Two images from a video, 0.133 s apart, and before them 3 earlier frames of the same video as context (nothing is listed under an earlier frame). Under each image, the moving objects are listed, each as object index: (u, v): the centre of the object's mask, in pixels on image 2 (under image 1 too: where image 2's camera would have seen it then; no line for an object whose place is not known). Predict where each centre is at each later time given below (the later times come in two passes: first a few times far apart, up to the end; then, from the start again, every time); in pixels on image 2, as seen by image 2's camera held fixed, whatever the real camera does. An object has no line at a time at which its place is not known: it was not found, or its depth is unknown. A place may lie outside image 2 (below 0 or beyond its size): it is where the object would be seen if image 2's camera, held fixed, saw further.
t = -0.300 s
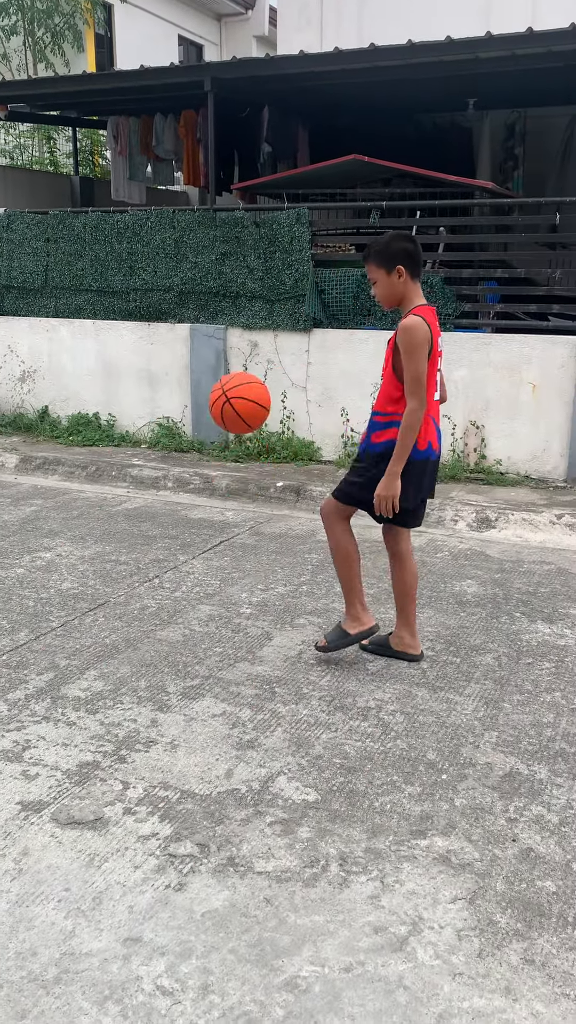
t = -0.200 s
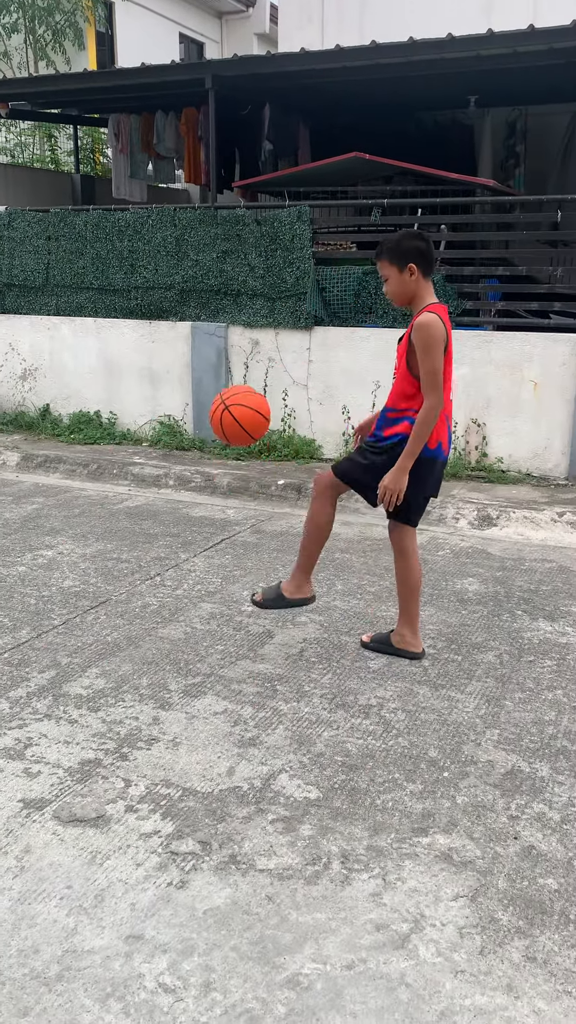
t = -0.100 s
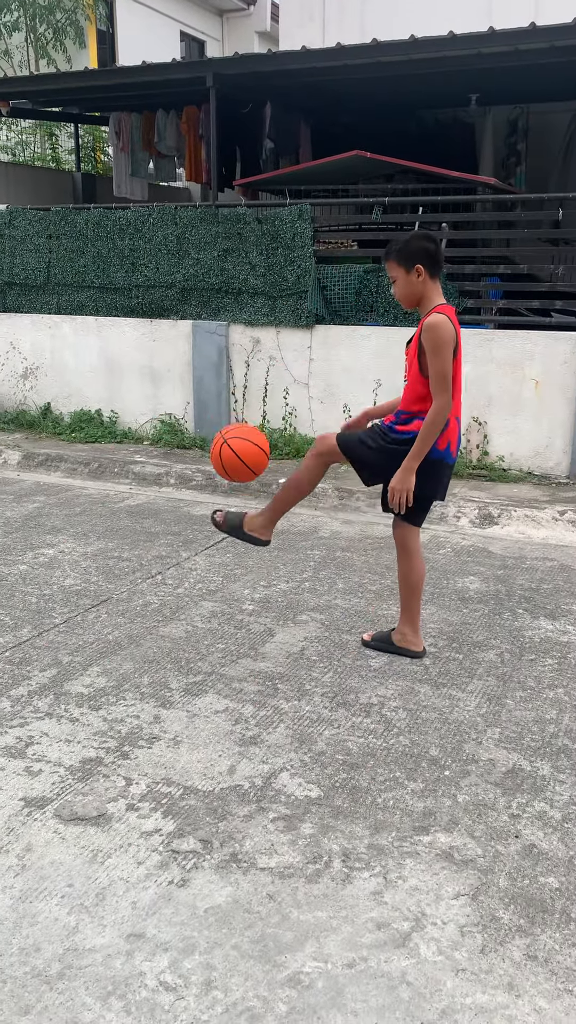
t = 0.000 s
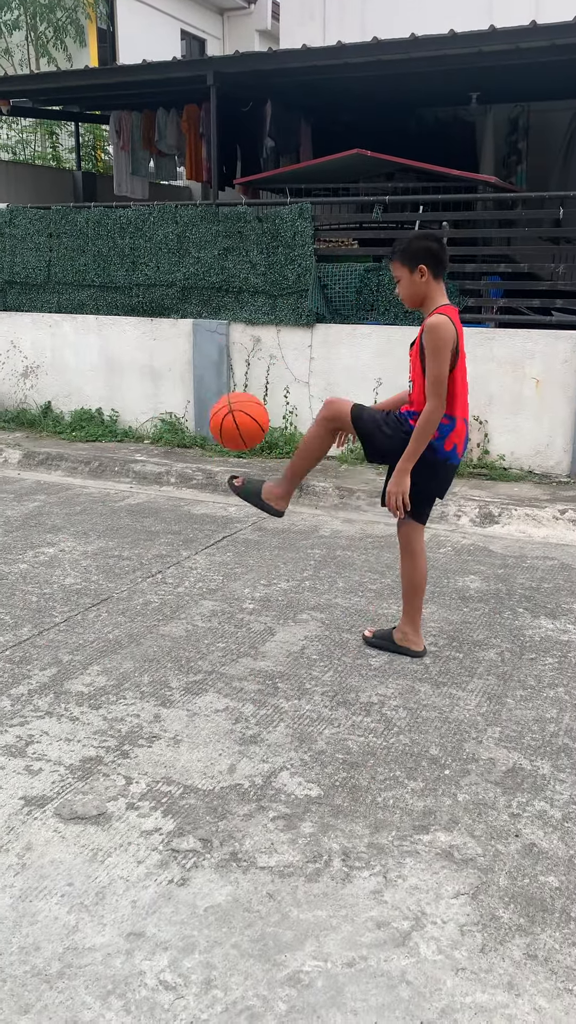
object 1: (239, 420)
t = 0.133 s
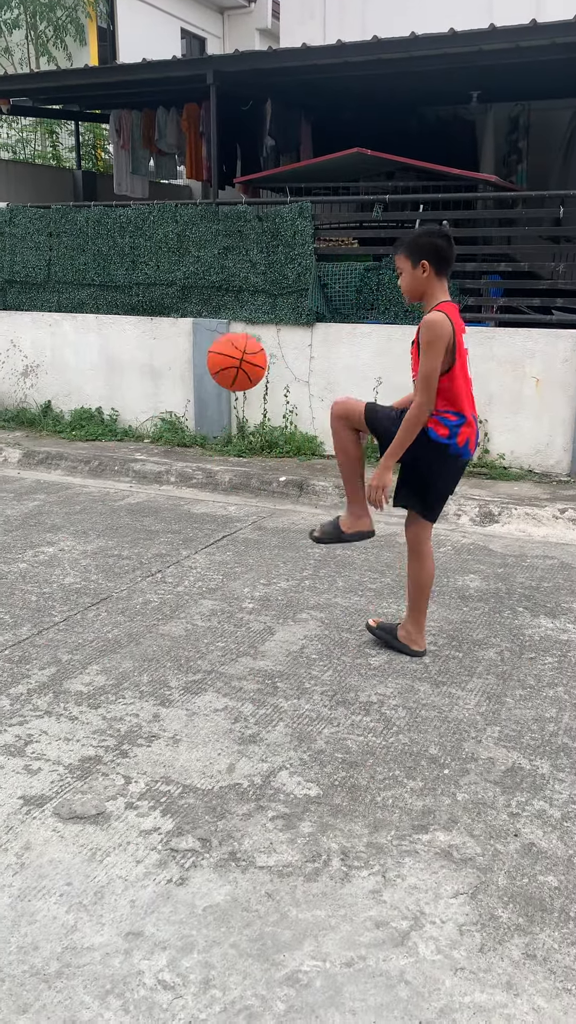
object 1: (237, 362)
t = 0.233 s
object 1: (236, 346)
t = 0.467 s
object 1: (236, 404)
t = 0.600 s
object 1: (237, 486)
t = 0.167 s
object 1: (237, 354)
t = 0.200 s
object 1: (236, 348)
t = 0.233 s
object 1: (236, 346)
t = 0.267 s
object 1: (236, 347)
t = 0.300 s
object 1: (236, 350)
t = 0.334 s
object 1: (236, 356)
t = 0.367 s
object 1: (236, 364)
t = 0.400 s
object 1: (236, 375)
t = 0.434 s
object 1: (236, 389)
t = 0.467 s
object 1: (236, 404)
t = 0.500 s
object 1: (236, 422)
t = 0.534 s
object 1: (236, 441)
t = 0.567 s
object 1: (236, 463)
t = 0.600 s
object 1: (237, 486)
